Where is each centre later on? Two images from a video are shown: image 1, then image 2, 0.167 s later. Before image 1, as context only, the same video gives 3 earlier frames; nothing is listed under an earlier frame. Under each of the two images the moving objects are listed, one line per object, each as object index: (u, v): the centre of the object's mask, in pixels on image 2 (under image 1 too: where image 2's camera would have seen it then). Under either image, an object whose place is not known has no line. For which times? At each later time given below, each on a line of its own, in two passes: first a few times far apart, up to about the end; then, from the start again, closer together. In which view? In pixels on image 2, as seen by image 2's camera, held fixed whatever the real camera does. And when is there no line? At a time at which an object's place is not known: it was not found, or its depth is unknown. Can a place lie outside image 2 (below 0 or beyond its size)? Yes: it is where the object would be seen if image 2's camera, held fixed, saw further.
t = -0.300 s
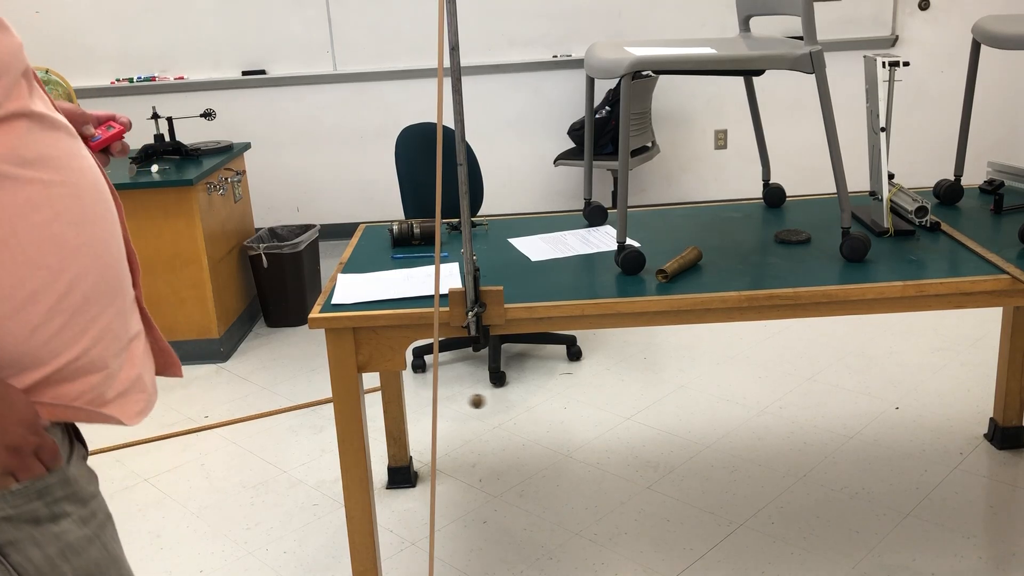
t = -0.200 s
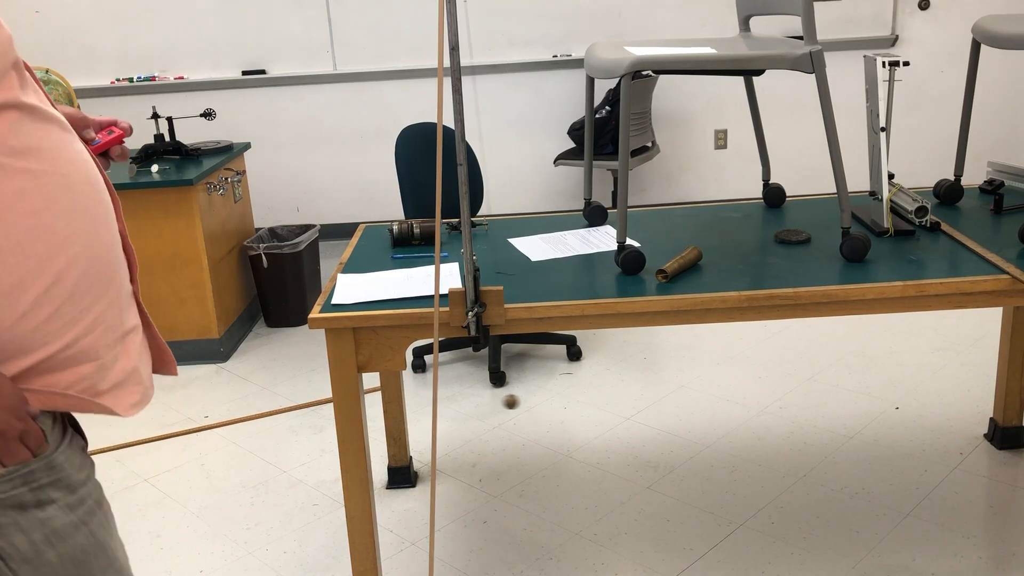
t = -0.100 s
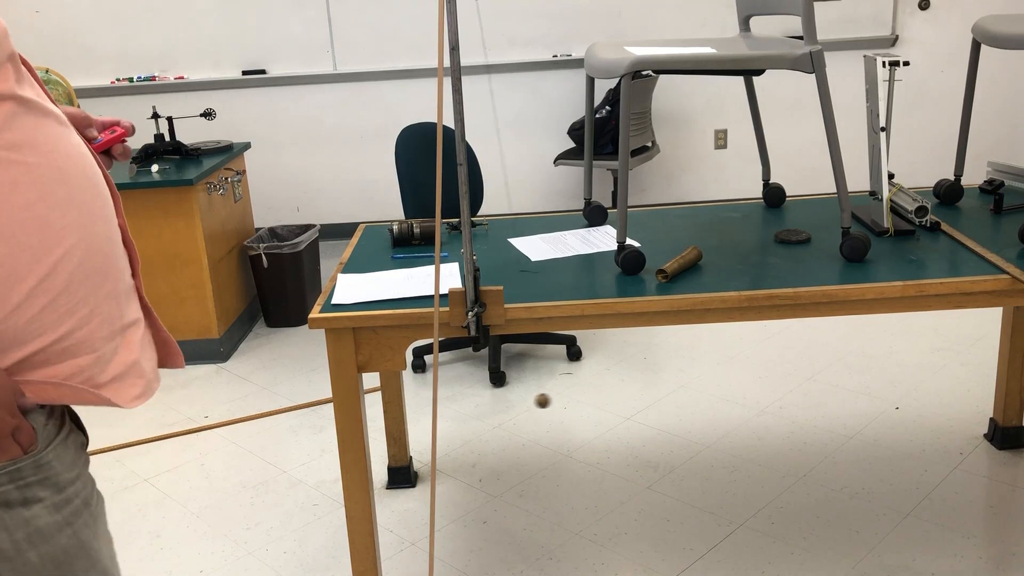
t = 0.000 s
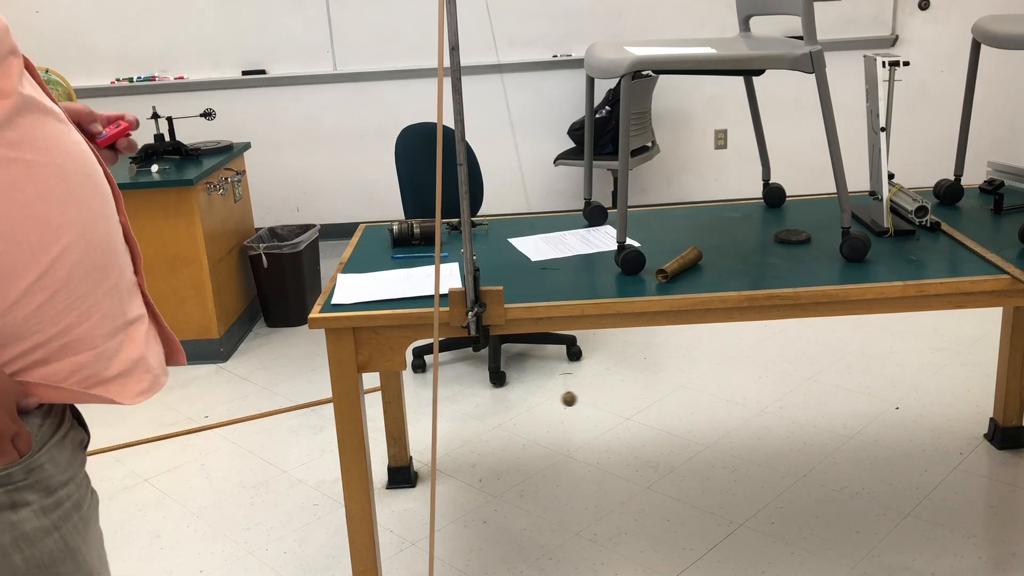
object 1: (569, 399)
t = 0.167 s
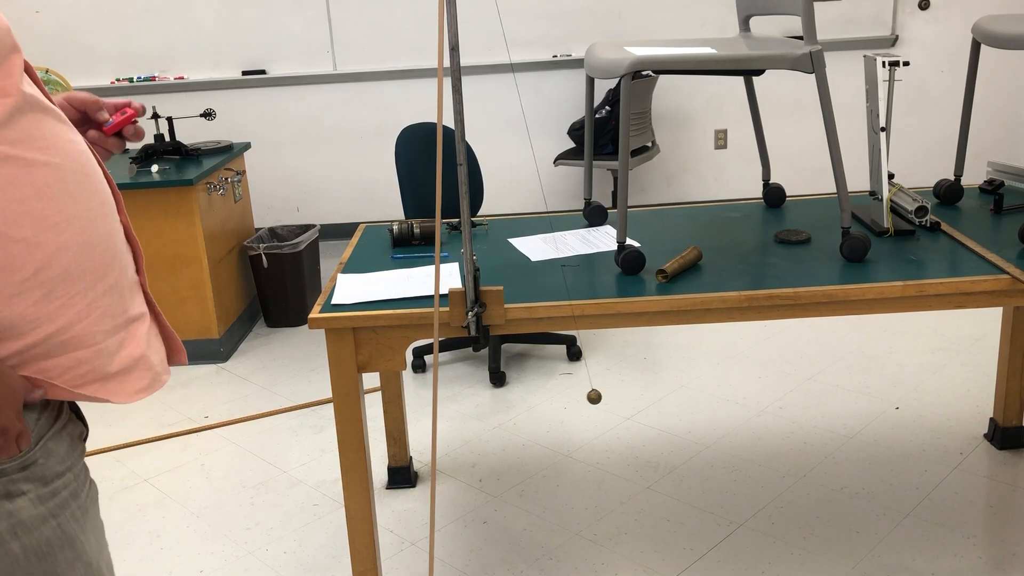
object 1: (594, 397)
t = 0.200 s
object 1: (596, 397)
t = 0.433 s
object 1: (573, 401)
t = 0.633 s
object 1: (516, 406)
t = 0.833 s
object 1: (449, 404)
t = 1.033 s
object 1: (399, 396)
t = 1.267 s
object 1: (385, 392)
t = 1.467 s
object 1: (416, 396)
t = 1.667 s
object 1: (476, 401)
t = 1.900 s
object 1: (551, 400)
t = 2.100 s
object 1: (590, 397)
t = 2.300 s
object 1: (590, 399)
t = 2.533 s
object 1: (539, 405)
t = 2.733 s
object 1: (473, 406)
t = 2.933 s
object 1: (414, 399)
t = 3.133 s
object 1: (385, 393)
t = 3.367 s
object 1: (402, 394)
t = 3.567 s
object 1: (453, 399)
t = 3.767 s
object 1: (519, 401)
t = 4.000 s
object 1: (580, 398)
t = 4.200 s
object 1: (594, 398)
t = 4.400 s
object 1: (566, 403)
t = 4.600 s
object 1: (508, 407)
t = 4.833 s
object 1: (433, 402)
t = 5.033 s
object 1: (391, 395)
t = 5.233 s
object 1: (389, 392)
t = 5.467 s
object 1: (433, 398)
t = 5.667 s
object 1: (496, 401)
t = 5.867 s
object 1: (556, 400)
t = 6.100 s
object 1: (593, 398)
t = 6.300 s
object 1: (580, 401)
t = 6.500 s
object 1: (530, 406)
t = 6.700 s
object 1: (464, 405)
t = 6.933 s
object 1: (403, 397)
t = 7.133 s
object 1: (386, 392)
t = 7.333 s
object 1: (409, 395)
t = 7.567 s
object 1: (473, 401)
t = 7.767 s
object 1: (537, 401)
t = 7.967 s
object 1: (583, 398)
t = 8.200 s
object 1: (589, 399)
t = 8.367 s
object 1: (559, 404)
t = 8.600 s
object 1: (487, 407)
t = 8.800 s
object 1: (425, 401)
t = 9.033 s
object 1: (388, 393)
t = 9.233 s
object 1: (397, 393)
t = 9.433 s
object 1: (442, 398)
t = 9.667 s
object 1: (515, 402)
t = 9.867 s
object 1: (569, 400)
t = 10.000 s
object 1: (589, 398)
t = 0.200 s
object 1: (596, 397)
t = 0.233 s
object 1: (596, 397)
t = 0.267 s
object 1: (595, 397)
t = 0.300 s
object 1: (593, 397)
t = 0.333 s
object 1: (590, 398)
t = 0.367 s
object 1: (585, 399)
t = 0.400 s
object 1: (580, 400)
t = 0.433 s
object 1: (573, 401)
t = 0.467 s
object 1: (565, 402)
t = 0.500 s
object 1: (557, 403)
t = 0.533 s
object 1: (548, 404)
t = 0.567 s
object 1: (538, 405)
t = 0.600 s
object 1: (528, 405)
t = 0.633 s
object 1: (516, 406)
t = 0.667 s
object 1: (505, 406)
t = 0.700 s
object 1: (494, 406)
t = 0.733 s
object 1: (482, 406)
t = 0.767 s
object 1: (471, 405)
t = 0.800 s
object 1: (460, 405)
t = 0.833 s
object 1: (449, 404)
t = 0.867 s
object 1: (439, 403)
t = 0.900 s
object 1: (430, 402)
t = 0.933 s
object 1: (421, 400)
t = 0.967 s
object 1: (412, 399)
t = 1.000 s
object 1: (405, 398)
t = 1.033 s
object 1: (399, 396)
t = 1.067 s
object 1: (393, 395)
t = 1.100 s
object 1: (389, 394)
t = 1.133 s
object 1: (386, 394)
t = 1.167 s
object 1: (384, 393)
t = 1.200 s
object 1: (383, 393)
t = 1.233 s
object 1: (383, 392)
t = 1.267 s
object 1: (385, 392)
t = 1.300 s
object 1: (387, 393)
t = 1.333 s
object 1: (391, 393)
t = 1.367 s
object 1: (396, 393)
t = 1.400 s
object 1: (402, 394)
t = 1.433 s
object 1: (409, 395)
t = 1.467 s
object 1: (416, 396)
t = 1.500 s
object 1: (424, 397)
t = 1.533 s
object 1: (434, 398)
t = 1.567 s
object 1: (445, 399)
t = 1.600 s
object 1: (454, 400)
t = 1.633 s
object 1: (465, 400)
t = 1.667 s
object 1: (476, 401)
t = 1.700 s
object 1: (487, 401)
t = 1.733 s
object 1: (498, 401)
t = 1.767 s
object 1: (509, 402)
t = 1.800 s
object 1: (520, 401)
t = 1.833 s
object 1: (531, 401)
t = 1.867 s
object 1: (541, 401)
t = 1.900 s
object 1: (551, 400)
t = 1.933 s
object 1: (559, 400)
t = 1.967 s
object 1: (568, 399)
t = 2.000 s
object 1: (575, 399)
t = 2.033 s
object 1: (581, 398)
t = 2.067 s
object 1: (586, 397)
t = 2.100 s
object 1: (590, 397)
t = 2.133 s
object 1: (593, 397)
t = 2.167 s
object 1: (595, 397)
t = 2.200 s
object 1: (595, 397)
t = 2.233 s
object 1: (595, 397)
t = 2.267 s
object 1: (593, 398)
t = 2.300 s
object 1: (590, 399)
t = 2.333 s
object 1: (585, 400)
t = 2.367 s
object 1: (580, 400)
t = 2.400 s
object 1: (573, 401)
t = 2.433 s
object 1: (566, 402)
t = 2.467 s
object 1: (558, 403)
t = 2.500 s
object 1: (549, 404)
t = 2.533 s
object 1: (539, 405)
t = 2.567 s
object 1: (528, 406)
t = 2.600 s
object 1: (518, 406)
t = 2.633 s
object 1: (506, 406)
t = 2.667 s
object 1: (495, 406)
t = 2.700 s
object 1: (483, 406)
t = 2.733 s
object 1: (473, 406)
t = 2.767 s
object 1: (462, 405)
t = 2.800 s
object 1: (451, 404)
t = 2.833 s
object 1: (441, 403)
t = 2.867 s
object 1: (431, 402)
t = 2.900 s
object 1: (422, 400)
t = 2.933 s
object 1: (414, 399)
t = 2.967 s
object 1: (407, 398)
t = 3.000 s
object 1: (400, 397)
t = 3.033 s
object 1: (394, 395)
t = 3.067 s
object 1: (390, 394)
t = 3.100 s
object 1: (387, 393)
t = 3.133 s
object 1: (385, 393)
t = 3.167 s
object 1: (384, 392)
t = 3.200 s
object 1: (384, 392)
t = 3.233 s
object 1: (385, 392)
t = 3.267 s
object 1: (388, 392)
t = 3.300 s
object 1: (391, 392)
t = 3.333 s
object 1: (396, 393)
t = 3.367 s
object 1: (402, 394)
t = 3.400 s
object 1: (409, 395)
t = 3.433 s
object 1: (416, 396)
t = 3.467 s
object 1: (424, 397)
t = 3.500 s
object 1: (434, 398)
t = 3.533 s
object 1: (444, 399)
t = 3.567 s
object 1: (453, 399)
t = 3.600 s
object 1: (464, 400)
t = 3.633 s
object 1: (475, 401)
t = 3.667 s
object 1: (486, 401)
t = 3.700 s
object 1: (497, 401)
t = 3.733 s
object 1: (508, 401)
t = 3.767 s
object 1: (519, 401)
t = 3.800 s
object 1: (530, 401)
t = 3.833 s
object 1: (540, 401)
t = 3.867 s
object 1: (549, 400)
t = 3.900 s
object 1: (558, 400)
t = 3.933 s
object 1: (567, 399)
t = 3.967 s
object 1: (574, 399)
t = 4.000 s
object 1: (580, 398)
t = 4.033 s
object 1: (585, 398)
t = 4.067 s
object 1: (589, 397)
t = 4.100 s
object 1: (592, 397)
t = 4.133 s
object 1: (594, 397)
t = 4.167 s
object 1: (595, 398)
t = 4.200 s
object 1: (594, 398)
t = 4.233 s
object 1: (592, 398)
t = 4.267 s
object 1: (589, 399)
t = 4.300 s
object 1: (585, 400)
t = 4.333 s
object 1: (580, 401)
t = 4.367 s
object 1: (574, 402)
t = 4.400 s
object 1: (566, 403)
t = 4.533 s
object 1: (529, 406)
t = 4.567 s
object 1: (519, 406)
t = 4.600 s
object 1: (508, 407)
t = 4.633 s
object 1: (496, 406)
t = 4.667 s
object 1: (485, 406)
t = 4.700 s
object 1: (474, 406)
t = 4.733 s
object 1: (463, 405)
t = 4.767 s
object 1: (452, 404)
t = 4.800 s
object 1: (443, 403)
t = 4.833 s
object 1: (433, 402)
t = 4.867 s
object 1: (423, 401)
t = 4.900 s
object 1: (415, 400)
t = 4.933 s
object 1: (408, 398)
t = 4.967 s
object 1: (401, 397)
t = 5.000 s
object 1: (396, 396)
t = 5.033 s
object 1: (391, 395)
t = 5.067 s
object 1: (388, 393)
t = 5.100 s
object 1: (386, 393)
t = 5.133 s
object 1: (385, 393)
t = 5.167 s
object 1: (385, 392)
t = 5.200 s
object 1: (386, 392)
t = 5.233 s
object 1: (389, 392)
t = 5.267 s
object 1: (392, 392)
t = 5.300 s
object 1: (397, 393)
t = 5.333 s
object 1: (402, 394)
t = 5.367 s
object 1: (409, 395)
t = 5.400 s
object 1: (416, 396)
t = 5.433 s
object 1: (423, 397)
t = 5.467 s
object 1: (433, 398)
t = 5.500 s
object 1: (443, 399)
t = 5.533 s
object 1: (452, 399)
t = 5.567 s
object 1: (463, 400)
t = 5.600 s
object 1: (474, 401)
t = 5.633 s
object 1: (485, 401)
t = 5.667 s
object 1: (496, 401)
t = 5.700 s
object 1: (506, 402)
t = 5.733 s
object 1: (517, 401)
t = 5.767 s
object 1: (528, 401)
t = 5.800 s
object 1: (538, 401)
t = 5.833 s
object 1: (548, 401)
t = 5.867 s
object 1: (556, 400)
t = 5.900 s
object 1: (565, 400)
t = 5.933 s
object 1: (572, 399)
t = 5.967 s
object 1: (578, 399)
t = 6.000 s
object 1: (584, 398)
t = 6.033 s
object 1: (588, 398)
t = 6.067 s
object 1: (591, 398)
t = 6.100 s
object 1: (593, 398)
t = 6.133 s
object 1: (594, 398)
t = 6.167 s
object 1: (593, 398)
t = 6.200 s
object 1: (592, 399)
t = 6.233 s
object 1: (589, 399)
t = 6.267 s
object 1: (585, 400)
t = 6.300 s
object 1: (580, 401)
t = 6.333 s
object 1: (574, 402)
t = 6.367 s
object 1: (567, 403)
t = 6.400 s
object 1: (558, 404)
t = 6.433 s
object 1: (550, 405)
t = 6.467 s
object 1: (540, 406)
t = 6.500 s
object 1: (530, 406)
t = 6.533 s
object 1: (519, 407)
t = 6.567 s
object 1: (508, 407)
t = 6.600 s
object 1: (497, 407)
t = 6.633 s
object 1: (486, 407)
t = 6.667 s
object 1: (475, 406)
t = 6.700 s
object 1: (464, 405)
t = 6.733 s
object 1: (453, 405)
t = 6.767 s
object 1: (444, 403)
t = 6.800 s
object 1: (434, 402)
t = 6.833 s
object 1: (424, 401)
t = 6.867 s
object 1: (417, 400)
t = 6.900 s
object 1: (410, 398)
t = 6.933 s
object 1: (403, 397)
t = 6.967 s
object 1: (398, 396)
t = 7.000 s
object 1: (393, 394)
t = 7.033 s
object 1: (389, 393)
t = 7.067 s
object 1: (387, 393)
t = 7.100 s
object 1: (386, 392)
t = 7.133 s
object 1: (386, 392)
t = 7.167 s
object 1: (387, 392)
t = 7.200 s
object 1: (389, 392)
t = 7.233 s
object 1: (393, 392)
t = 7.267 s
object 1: (398, 393)
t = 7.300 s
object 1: (403, 394)
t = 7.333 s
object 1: (409, 395)
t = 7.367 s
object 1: (415, 395)
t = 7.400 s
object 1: (423, 396)
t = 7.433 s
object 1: (433, 397)
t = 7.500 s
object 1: (451, 399)
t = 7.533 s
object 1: (462, 400)
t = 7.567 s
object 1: (473, 401)
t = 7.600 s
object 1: (483, 401)
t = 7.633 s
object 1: (495, 401)
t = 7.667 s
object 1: (505, 401)
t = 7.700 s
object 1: (516, 402)
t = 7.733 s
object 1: (527, 401)
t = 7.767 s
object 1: (537, 401)
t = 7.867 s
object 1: (563, 400)
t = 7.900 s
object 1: (571, 399)
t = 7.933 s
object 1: (577, 399)
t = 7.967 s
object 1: (583, 398)
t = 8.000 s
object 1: (587, 398)
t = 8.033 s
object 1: (590, 398)
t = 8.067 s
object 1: (592, 398)
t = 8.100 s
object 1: (593, 398)
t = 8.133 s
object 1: (593, 399)
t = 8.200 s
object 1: (589, 399)
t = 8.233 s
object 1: (585, 400)
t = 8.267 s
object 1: (580, 401)
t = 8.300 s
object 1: (574, 402)
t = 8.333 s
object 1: (567, 403)
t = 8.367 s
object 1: (559, 404)
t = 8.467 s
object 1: (531, 406)
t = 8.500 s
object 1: (520, 407)
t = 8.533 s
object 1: (509, 407)
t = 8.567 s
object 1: (499, 407)
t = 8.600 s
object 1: (487, 407)
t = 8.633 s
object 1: (476, 406)
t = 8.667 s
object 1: (465, 406)
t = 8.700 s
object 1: (455, 405)
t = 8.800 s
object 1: (425, 401)
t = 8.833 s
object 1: (418, 400)
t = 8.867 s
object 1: (411, 398)
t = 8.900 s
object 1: (404, 397)
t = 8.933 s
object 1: (399, 396)
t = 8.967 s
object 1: (394, 394)
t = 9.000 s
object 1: (390, 393)
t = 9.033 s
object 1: (388, 393)
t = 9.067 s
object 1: (387, 392)
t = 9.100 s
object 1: (386, 392)
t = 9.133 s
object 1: (388, 391)
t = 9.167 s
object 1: (390, 392)
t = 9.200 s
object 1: (393, 392)
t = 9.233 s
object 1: (397, 393)
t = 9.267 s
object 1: (402, 393)
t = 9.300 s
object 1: (409, 394)
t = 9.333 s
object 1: (415, 395)
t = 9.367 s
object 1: (423, 396)
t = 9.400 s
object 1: (432, 397)
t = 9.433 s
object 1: (442, 398)
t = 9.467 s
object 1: (451, 399)
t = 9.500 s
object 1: (461, 400)
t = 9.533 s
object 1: (472, 400)
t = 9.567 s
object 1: (482, 401)
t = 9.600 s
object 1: (493, 401)
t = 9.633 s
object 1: (504, 401)
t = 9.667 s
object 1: (515, 402)
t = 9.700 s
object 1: (525, 401)
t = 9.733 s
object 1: (535, 401)
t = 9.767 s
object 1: (545, 401)
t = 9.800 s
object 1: (554, 401)
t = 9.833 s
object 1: (562, 400)
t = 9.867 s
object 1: (569, 400)
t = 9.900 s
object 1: (576, 399)
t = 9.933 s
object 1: (581, 399)
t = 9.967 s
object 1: (586, 398)
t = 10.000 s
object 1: (589, 398)
